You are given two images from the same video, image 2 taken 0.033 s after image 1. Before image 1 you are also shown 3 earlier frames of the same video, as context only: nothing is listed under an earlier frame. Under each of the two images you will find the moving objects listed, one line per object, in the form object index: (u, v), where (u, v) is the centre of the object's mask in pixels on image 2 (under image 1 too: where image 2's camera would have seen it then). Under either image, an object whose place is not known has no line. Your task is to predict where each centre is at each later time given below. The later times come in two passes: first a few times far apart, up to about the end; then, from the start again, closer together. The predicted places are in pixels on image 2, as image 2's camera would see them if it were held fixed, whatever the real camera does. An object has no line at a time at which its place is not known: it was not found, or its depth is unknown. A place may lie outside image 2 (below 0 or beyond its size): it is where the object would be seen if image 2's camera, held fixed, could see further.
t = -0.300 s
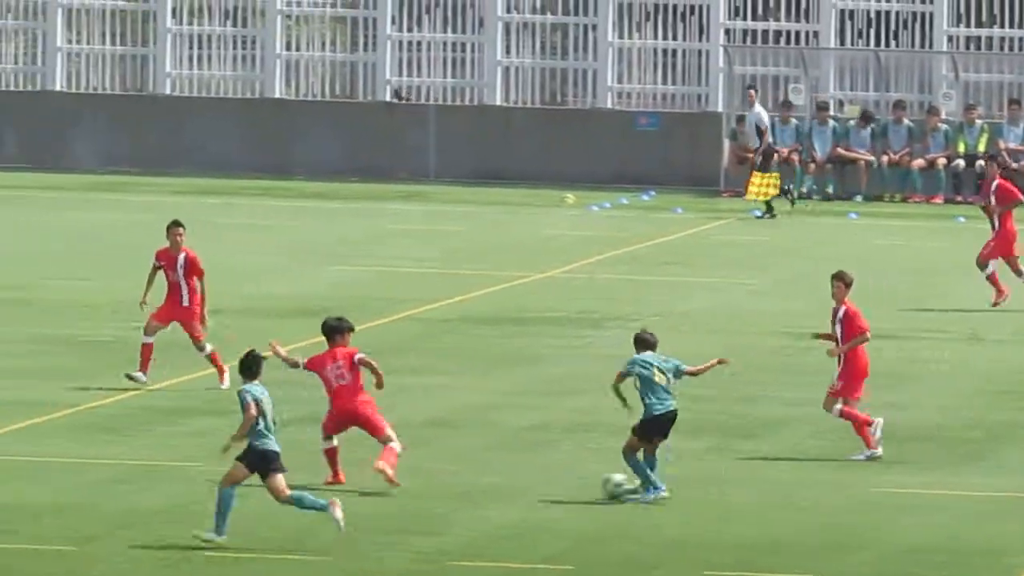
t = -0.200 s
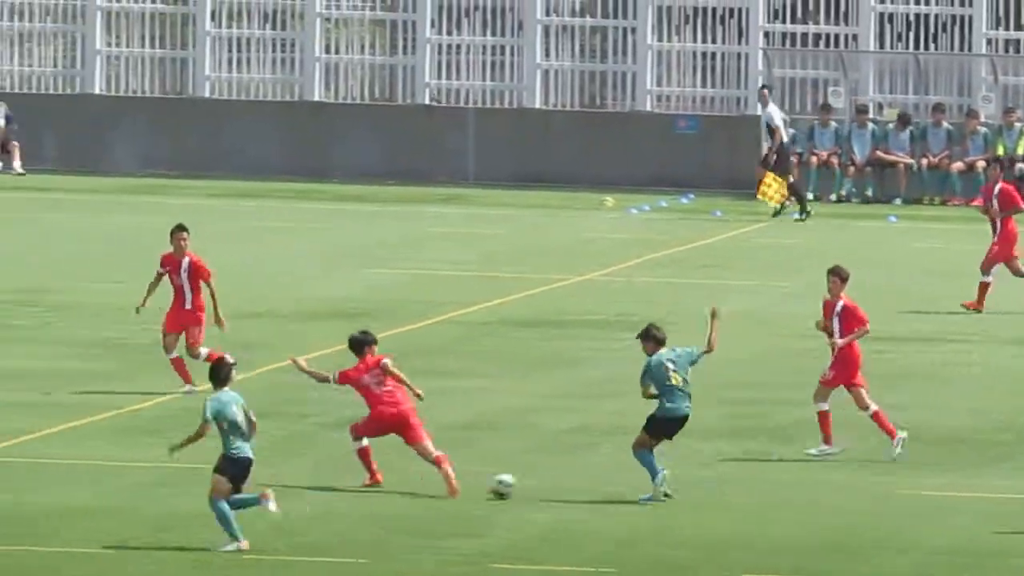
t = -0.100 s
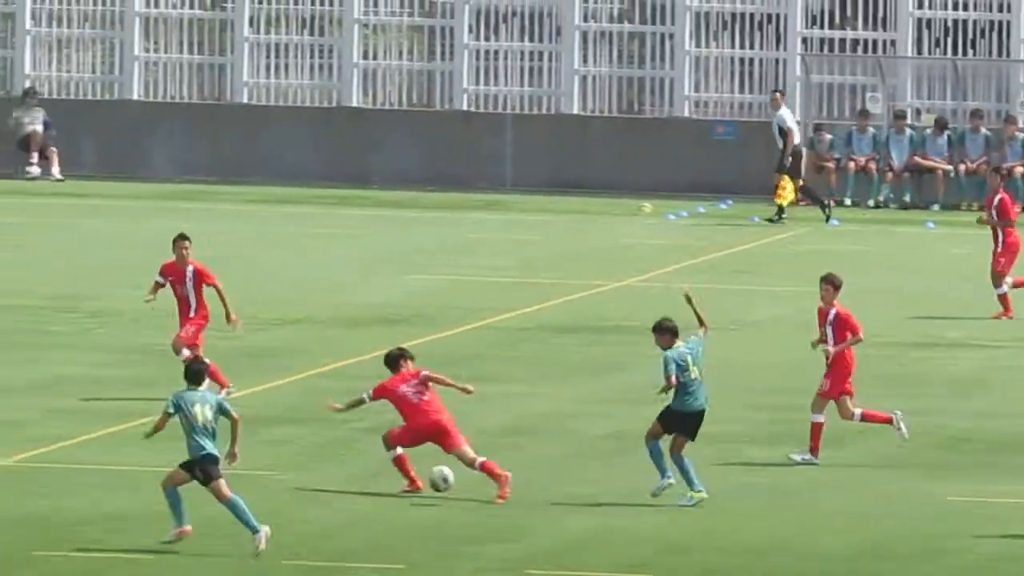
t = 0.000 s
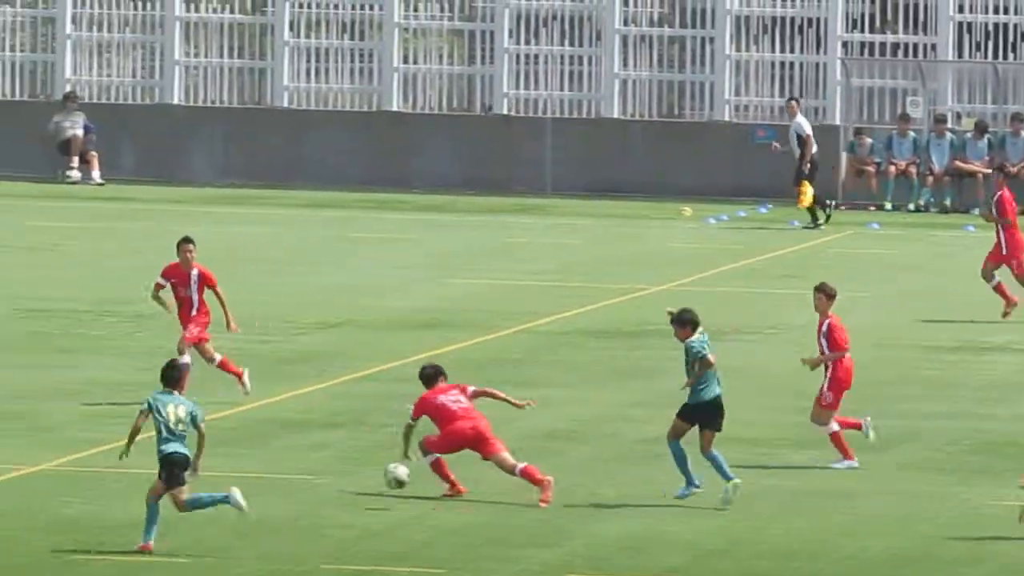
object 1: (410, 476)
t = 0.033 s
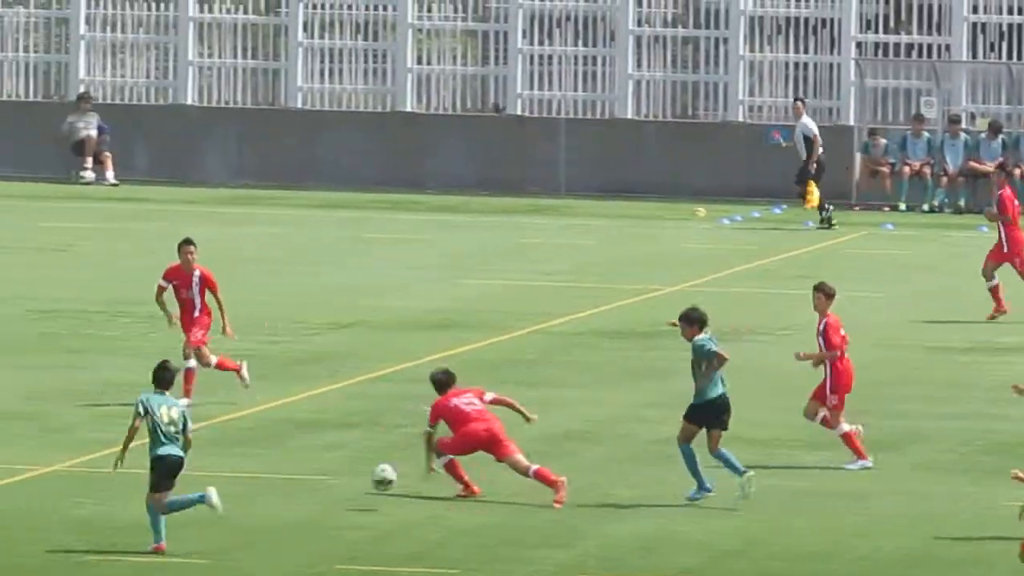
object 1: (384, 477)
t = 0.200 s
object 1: (245, 498)
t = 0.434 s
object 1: (102, 488)
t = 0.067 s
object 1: (355, 479)
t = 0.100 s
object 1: (328, 482)
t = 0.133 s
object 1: (299, 486)
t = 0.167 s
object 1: (271, 492)
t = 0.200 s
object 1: (245, 498)
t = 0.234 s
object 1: (222, 494)
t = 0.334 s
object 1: (163, 485)
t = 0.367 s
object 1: (144, 485)
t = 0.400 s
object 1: (124, 485)
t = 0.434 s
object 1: (102, 488)
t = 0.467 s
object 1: (80, 492)
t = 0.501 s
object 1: (59, 496)
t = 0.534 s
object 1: (40, 503)
